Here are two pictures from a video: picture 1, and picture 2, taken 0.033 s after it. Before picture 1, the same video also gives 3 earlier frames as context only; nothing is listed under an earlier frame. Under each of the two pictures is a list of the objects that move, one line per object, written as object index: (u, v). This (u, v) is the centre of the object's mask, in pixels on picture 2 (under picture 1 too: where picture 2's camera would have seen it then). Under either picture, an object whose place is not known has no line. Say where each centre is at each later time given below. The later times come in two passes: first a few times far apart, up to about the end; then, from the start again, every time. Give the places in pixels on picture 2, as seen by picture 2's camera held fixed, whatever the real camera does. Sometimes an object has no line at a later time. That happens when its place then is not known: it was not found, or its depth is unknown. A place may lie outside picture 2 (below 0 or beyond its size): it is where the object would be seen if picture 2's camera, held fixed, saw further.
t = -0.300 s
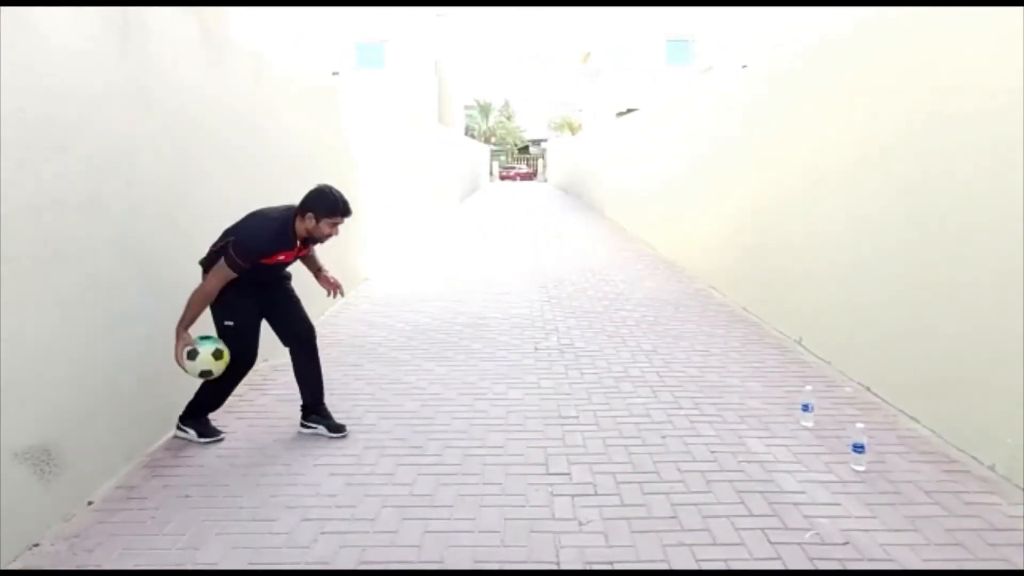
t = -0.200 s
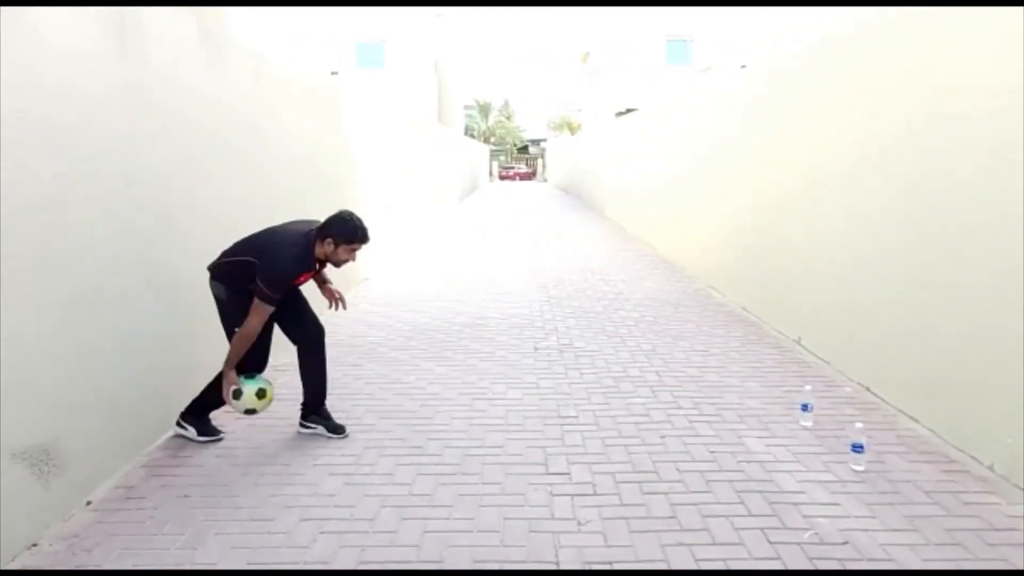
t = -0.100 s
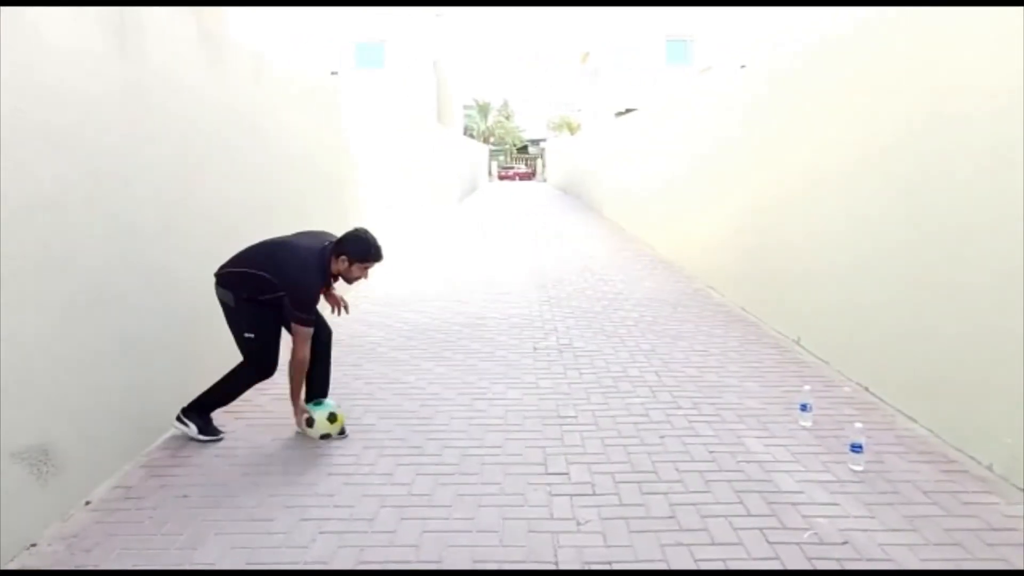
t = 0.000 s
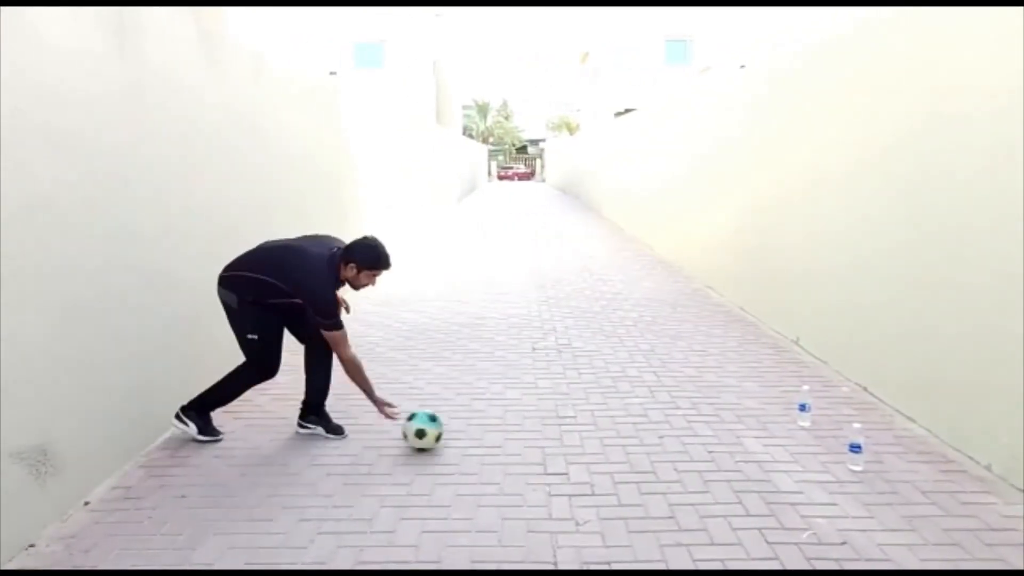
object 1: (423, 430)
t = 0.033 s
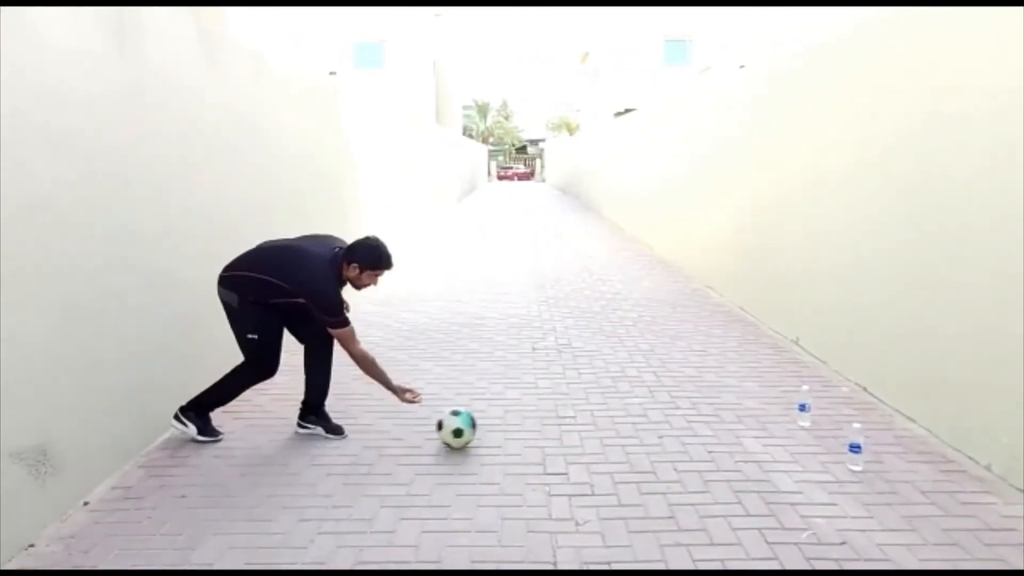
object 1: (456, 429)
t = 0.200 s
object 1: (609, 425)
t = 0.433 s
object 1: (775, 421)
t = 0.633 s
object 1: (894, 415)
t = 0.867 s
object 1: (826, 407)
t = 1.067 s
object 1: (840, 399)
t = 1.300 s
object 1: (851, 396)
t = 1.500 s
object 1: (860, 395)
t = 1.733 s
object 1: (870, 393)
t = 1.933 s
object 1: (869, 392)
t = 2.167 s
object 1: (866, 390)
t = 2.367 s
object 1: (869, 390)
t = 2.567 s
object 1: (865, 388)
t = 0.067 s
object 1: (491, 428)
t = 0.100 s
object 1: (524, 429)
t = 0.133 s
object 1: (554, 427)
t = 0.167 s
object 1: (583, 427)
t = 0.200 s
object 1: (609, 425)
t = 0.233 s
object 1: (634, 424)
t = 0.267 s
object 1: (660, 424)
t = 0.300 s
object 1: (685, 423)
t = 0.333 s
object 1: (711, 423)
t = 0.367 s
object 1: (733, 422)
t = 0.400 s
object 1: (754, 422)
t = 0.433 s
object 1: (775, 421)
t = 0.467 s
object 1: (795, 420)
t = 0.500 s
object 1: (815, 420)
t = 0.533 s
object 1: (835, 418)
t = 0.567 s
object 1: (856, 415)
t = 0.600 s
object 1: (875, 416)
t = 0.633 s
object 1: (894, 415)
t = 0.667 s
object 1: (912, 415)
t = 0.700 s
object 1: (900, 409)
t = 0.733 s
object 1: (884, 405)
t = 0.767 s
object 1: (868, 402)
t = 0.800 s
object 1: (852, 402)
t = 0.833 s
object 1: (836, 404)
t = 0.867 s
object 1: (826, 407)
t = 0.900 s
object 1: (829, 402)
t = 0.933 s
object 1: (831, 400)
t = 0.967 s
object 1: (833, 400)
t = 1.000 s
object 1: (835, 401)
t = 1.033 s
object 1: (837, 401)
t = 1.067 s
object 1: (840, 399)
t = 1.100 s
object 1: (841, 399)
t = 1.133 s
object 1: (843, 399)
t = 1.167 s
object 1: (845, 398)
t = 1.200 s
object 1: (847, 398)
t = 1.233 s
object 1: (848, 397)
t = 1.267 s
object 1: (849, 397)
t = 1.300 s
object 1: (851, 396)
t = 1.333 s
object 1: (853, 396)
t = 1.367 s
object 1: (854, 396)
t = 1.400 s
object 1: (856, 396)
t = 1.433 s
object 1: (857, 395)
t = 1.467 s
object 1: (858, 395)
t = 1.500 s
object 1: (860, 395)
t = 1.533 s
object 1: (861, 395)
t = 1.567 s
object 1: (862, 394)
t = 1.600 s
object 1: (863, 393)
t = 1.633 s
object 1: (865, 393)
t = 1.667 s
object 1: (866, 393)
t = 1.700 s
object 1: (868, 393)
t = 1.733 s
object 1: (870, 393)
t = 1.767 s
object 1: (872, 392)
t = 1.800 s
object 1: (874, 393)
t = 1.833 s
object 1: (873, 393)
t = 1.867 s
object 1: (871, 393)
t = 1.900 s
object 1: (869, 392)
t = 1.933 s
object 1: (869, 392)
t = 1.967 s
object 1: (867, 392)
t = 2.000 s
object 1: (866, 392)
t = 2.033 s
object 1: (866, 391)
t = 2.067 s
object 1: (866, 391)
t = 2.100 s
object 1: (865, 391)
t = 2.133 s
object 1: (865, 391)
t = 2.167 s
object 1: (866, 390)
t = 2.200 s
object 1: (866, 390)
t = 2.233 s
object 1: (867, 390)
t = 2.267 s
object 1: (867, 390)
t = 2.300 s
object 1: (867, 390)
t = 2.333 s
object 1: (868, 389)
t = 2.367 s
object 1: (869, 390)
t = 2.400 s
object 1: (868, 389)
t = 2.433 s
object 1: (867, 389)
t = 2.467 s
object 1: (867, 389)
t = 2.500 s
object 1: (866, 389)
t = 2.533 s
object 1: (866, 389)
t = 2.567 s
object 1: (865, 388)
